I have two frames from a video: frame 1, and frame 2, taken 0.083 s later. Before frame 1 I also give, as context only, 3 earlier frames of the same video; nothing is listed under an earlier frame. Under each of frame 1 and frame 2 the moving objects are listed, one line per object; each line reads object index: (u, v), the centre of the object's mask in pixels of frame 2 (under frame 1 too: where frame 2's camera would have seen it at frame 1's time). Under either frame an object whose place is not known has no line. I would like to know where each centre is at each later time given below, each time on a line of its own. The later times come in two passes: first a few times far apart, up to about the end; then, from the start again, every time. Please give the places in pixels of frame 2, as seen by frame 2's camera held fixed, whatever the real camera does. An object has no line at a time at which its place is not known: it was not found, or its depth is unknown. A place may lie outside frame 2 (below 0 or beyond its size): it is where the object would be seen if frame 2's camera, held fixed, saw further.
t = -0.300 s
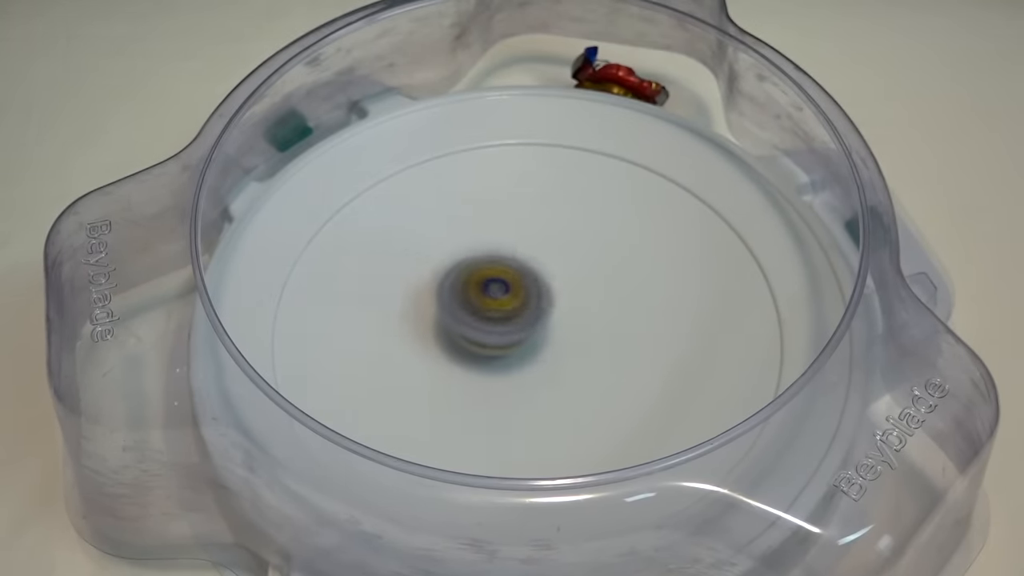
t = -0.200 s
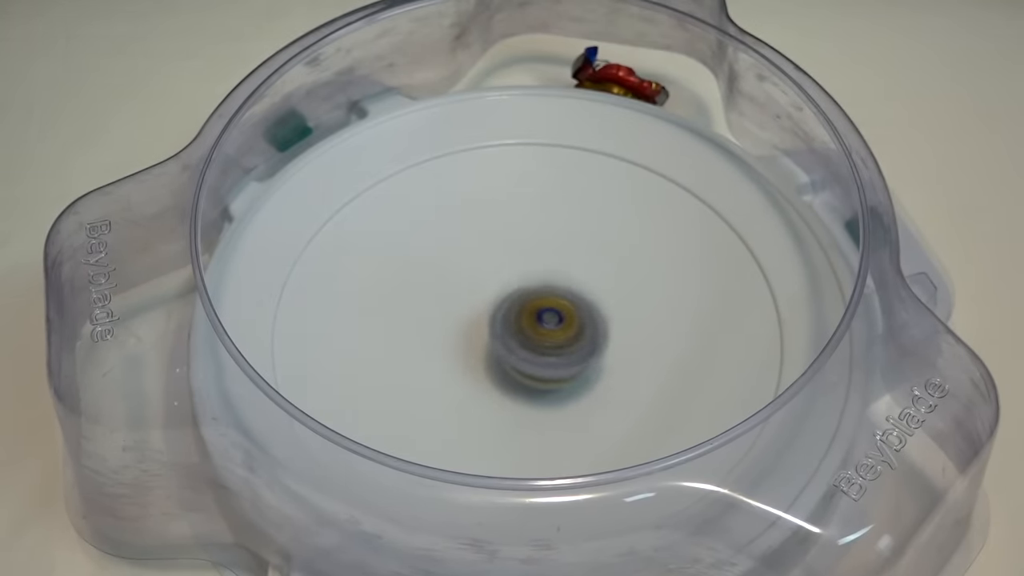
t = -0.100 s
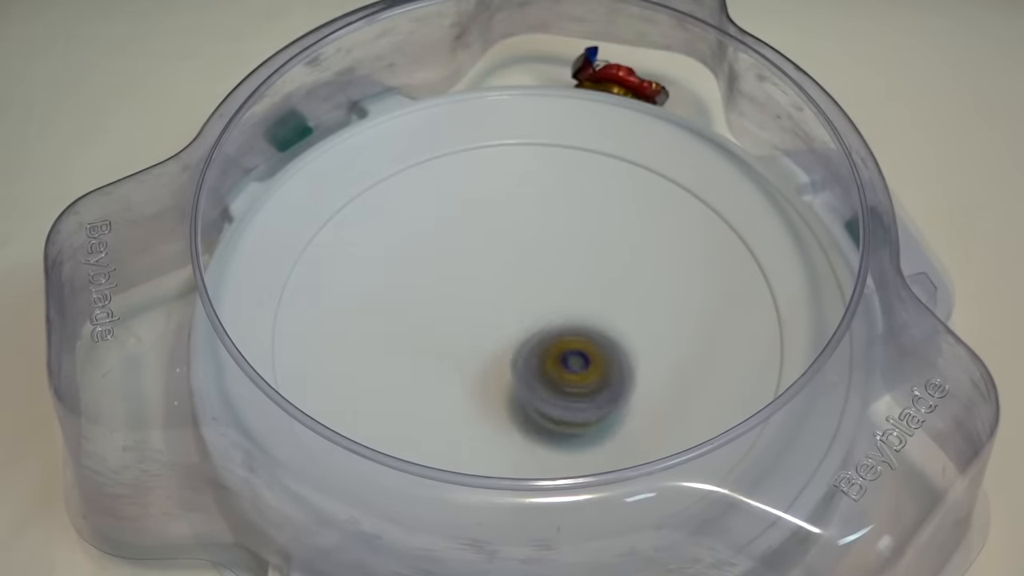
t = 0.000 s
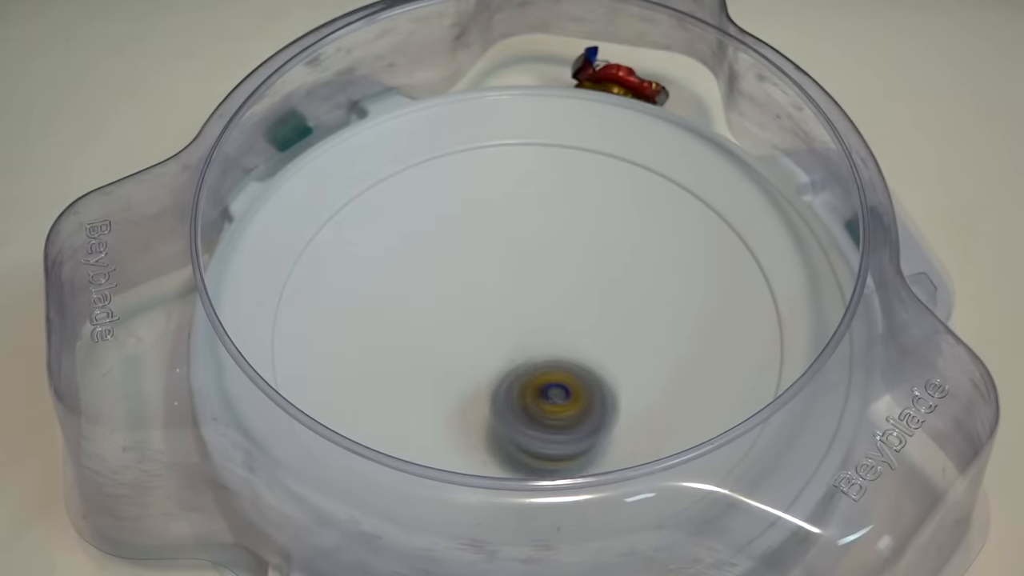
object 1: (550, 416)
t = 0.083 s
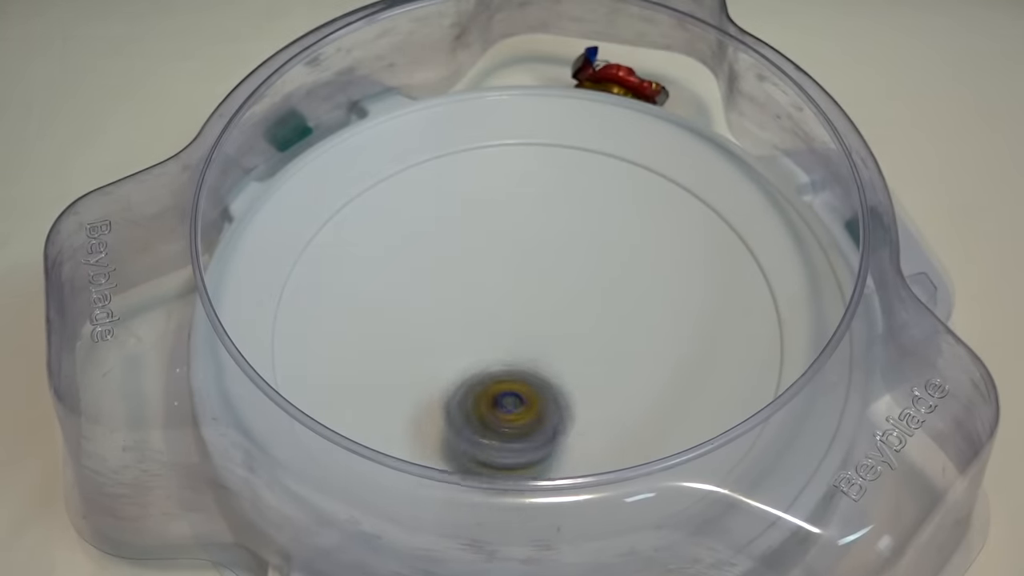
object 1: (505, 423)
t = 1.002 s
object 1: (505, 354)
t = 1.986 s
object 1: (448, 226)
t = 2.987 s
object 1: (577, 241)
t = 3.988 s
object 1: (721, 295)
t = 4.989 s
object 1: (630, 408)
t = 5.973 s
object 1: (518, 450)
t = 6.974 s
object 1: (444, 379)
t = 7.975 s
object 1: (454, 372)
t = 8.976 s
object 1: (496, 339)
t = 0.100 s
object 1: (493, 421)
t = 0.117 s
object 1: (483, 418)
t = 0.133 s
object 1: (475, 417)
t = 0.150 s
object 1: (466, 414)
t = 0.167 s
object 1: (459, 408)
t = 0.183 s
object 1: (453, 401)
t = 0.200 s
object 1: (450, 394)
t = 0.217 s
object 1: (447, 386)
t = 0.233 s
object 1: (447, 378)
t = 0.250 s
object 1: (448, 370)
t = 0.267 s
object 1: (451, 361)
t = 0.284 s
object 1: (455, 353)
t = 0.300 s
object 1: (461, 345)
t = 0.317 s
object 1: (469, 337)
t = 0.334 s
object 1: (477, 330)
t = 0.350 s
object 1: (486, 323)
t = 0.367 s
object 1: (496, 317)
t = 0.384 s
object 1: (507, 312)
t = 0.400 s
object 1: (518, 306)
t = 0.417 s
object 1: (529, 303)
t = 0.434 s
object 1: (540, 300)
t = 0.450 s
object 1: (551, 297)
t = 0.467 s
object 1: (563, 296)
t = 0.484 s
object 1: (575, 293)
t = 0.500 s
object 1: (586, 293)
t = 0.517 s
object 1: (597, 293)
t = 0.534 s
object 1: (607, 295)
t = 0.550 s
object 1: (617, 297)
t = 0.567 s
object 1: (625, 300)
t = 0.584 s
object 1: (634, 304)
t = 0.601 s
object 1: (641, 309)
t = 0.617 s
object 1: (647, 315)
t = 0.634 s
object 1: (651, 321)
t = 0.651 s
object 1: (655, 329)
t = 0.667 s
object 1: (656, 337)
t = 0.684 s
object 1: (657, 343)
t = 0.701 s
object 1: (655, 353)
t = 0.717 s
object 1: (654, 360)
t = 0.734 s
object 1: (650, 368)
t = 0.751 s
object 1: (645, 376)
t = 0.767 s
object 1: (639, 382)
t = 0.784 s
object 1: (630, 389)
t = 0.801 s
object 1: (621, 395)
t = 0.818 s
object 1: (612, 399)
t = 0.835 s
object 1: (601, 402)
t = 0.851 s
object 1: (590, 403)
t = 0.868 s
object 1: (578, 404)
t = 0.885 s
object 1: (567, 402)
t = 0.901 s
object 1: (556, 400)
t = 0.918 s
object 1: (546, 394)
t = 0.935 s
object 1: (535, 388)
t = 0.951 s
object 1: (526, 382)
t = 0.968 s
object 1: (518, 372)
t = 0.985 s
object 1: (511, 365)
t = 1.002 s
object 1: (505, 354)
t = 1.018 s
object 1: (501, 343)
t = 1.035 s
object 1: (498, 333)
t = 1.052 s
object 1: (496, 323)
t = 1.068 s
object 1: (495, 312)
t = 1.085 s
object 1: (496, 301)
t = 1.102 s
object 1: (497, 291)
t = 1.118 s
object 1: (500, 281)
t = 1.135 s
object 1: (503, 272)
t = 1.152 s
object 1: (509, 263)
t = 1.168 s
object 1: (515, 255)
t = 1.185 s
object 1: (521, 248)
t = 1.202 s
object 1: (528, 242)
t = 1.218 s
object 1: (536, 236)
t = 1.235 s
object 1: (544, 233)
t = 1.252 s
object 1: (553, 228)
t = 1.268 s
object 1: (562, 227)
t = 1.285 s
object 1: (570, 227)
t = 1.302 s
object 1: (579, 225)
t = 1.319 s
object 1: (587, 228)
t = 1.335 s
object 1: (596, 230)
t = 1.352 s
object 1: (605, 233)
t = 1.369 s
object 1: (614, 237)
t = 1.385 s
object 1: (622, 243)
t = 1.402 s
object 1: (629, 250)
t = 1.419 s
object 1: (636, 257)
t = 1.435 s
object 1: (642, 265)
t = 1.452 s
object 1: (644, 273)
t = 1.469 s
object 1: (646, 284)
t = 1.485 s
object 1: (645, 293)
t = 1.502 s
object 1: (643, 303)
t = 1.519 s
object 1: (641, 311)
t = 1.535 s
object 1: (635, 319)
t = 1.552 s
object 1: (627, 328)
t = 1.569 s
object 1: (618, 337)
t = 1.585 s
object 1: (607, 344)
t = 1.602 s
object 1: (595, 349)
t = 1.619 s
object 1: (581, 353)
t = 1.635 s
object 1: (567, 356)
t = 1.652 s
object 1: (552, 357)
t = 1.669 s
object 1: (538, 357)
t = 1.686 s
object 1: (524, 357)
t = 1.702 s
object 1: (511, 355)
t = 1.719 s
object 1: (497, 352)
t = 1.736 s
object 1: (484, 346)
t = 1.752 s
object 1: (473, 341)
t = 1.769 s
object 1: (462, 335)
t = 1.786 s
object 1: (452, 328)
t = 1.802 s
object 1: (443, 320)
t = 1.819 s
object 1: (436, 310)
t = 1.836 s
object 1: (431, 301)
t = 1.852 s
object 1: (428, 293)
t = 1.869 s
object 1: (425, 284)
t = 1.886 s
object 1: (424, 275)
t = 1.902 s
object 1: (425, 267)
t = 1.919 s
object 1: (425, 257)
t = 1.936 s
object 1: (429, 248)
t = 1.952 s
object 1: (434, 240)
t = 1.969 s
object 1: (440, 233)
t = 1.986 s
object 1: (448, 226)
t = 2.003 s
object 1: (457, 220)
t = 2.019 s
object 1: (466, 215)
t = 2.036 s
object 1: (475, 211)
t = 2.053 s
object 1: (485, 209)
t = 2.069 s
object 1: (497, 207)
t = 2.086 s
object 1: (509, 206)
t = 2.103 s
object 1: (523, 207)
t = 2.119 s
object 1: (534, 211)
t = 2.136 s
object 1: (547, 215)
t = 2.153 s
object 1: (558, 221)
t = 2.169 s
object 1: (568, 228)
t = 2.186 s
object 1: (575, 236)
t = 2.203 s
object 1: (584, 243)
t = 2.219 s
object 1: (590, 254)
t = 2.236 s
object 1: (596, 266)
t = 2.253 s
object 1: (599, 278)
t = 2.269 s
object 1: (601, 289)
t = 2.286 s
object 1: (601, 303)
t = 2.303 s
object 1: (600, 316)
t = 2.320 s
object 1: (596, 330)
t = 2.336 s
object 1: (589, 342)
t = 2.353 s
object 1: (582, 354)
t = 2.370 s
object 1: (573, 364)
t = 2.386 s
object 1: (565, 374)
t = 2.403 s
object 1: (553, 384)
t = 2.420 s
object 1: (540, 391)
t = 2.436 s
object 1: (527, 397)
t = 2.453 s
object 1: (513, 403)
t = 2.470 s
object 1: (497, 405)
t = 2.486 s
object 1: (482, 406)
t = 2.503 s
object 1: (469, 407)
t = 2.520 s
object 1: (454, 406)
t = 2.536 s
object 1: (440, 403)
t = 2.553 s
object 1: (427, 398)
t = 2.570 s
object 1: (413, 392)
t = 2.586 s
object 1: (402, 384)
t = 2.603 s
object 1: (394, 377)
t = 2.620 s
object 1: (386, 368)
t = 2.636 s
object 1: (378, 359)
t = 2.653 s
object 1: (373, 349)
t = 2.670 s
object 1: (369, 337)
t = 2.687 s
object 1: (367, 326)
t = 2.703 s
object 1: (368, 315)
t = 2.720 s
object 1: (370, 303)
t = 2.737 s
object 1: (374, 292)
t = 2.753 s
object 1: (378, 281)
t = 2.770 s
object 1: (386, 270)
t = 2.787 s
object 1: (396, 260)
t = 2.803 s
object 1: (407, 251)
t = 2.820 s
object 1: (421, 243)
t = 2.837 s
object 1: (431, 238)
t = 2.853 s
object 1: (446, 232)
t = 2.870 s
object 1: (462, 228)
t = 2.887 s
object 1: (478, 226)
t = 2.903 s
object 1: (496, 224)
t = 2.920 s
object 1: (512, 226)
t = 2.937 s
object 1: (528, 227)
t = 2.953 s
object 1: (545, 231)
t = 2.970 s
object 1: (561, 235)
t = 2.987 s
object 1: (577, 241)
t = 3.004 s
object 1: (594, 248)
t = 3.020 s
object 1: (606, 256)
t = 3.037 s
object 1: (619, 264)
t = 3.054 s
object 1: (632, 275)
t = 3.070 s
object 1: (641, 286)
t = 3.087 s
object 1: (652, 298)
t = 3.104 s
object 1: (659, 311)
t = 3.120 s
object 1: (660, 328)
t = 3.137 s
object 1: (663, 340)
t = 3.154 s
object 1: (664, 354)
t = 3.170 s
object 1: (663, 369)
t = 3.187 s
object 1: (662, 379)
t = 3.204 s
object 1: (655, 394)
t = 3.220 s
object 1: (646, 406)
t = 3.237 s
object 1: (633, 415)
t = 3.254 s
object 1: (621, 424)
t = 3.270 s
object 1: (606, 430)
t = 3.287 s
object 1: (591, 436)
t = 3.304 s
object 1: (573, 441)
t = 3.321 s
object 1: (555, 443)
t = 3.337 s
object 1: (539, 445)
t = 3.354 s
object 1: (518, 445)
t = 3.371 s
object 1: (499, 443)
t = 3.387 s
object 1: (479, 441)
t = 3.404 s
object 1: (461, 436)
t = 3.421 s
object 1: (444, 430)
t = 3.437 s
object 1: (426, 422)
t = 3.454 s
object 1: (410, 413)
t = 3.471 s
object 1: (398, 402)
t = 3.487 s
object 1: (388, 390)
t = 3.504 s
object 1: (380, 381)
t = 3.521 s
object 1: (375, 363)
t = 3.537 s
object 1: (374, 347)
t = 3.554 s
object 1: (376, 330)
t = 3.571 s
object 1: (379, 318)
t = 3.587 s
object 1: (381, 303)
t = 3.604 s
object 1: (390, 287)
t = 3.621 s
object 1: (399, 274)
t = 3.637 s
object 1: (411, 261)
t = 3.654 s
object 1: (421, 249)
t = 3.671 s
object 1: (438, 236)
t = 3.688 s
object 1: (452, 228)
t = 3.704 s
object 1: (470, 221)
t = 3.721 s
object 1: (484, 214)
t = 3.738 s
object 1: (504, 208)
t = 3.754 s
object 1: (521, 203)
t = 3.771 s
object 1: (540, 201)
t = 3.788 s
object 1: (556, 200)
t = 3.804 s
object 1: (576, 199)
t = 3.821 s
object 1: (595, 199)
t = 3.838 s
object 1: (614, 203)
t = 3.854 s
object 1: (628, 208)
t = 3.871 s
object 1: (646, 213)
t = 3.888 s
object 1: (661, 222)
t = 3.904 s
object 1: (676, 231)
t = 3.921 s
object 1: (686, 241)
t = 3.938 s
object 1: (699, 252)
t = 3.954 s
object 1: (709, 266)
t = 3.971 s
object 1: (718, 278)
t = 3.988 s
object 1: (721, 295)
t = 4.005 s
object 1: (724, 308)
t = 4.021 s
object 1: (727, 324)
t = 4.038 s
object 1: (725, 340)
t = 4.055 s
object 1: (719, 358)
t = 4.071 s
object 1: (709, 372)
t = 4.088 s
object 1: (701, 386)
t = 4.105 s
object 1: (686, 396)
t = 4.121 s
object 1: (665, 411)
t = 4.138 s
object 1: (648, 417)
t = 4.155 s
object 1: (628, 426)
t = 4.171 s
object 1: (607, 430)
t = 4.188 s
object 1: (582, 435)
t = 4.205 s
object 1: (559, 437)
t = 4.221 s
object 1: (536, 438)
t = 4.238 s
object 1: (512, 435)
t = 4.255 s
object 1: (487, 431)
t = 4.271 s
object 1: (466, 424)
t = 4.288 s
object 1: (445, 418)
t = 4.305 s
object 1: (423, 407)
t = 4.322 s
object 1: (407, 395)
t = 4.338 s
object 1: (395, 380)
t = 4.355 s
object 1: (383, 364)
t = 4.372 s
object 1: (374, 349)
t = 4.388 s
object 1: (368, 330)
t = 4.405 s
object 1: (365, 316)
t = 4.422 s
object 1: (363, 298)
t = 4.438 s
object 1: (364, 282)
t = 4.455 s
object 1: (369, 268)
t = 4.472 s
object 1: (372, 250)
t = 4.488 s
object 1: (380, 236)
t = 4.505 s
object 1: (390, 223)
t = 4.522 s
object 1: (398, 211)
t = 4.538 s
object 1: (410, 199)
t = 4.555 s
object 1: (426, 188)
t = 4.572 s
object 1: (437, 181)
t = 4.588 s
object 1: (455, 173)
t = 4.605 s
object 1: (471, 167)
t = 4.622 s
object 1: (490, 162)
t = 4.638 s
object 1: (507, 158)
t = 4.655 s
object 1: (525, 157)
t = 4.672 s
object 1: (543, 161)
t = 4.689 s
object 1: (560, 160)
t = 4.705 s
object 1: (578, 166)
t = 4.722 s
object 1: (597, 172)
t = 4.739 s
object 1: (611, 181)
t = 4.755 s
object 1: (628, 187)
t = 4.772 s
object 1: (643, 197)
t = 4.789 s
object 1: (655, 213)
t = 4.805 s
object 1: (667, 224)
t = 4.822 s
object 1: (676, 240)
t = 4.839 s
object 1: (685, 255)
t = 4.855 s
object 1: (688, 271)
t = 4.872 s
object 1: (691, 291)
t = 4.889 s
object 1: (691, 308)
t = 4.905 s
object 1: (684, 331)
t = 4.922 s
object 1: (680, 344)
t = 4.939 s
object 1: (673, 362)
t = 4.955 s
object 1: (659, 382)
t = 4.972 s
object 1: (644, 396)
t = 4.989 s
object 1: (630, 408)
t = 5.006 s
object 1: (608, 419)
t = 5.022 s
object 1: (587, 424)
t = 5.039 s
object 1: (567, 433)
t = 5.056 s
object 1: (545, 434)
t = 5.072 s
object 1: (519, 435)
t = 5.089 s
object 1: (500, 436)
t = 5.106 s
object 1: (476, 433)
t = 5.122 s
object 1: (451, 429)
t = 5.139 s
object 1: (433, 424)
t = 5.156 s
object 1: (412, 416)
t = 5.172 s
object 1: (391, 406)
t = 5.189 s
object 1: (375, 397)
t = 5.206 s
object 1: (360, 386)
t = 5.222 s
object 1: (348, 375)
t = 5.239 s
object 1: (338, 358)
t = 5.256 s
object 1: (330, 344)
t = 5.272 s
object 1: (327, 328)
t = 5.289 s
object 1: (327, 315)
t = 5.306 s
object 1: (326, 298)
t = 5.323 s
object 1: (331, 283)
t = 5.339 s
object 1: (336, 271)
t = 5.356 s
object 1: (342, 257)
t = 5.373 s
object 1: (351, 245)
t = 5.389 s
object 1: (363, 233)
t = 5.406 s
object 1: (376, 221)
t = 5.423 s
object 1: (390, 214)
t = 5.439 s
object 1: (402, 206)
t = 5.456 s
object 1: (420, 198)
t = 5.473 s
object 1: (440, 194)
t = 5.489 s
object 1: (456, 190)
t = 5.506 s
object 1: (476, 187)
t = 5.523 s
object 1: (496, 189)
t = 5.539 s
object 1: (514, 190)
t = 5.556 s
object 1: (533, 192)
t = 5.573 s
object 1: (554, 199)
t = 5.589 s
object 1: (572, 203)
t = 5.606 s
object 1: (590, 210)
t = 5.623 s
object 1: (605, 218)
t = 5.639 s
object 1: (622, 230)
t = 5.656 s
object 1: (640, 240)
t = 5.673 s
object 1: (650, 253)
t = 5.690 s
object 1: (663, 269)
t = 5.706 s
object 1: (675, 282)
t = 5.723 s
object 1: (676, 300)
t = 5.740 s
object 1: (684, 316)
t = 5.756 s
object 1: (688, 331)
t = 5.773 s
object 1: (686, 346)
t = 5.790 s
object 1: (685, 365)
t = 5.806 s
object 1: (681, 382)
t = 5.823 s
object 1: (671, 394)
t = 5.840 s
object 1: (662, 408)
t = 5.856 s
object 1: (644, 420)
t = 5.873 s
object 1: (632, 426)
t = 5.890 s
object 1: (616, 432)
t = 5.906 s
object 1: (596, 440)
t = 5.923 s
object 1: (580, 446)
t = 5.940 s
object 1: (561, 448)
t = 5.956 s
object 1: (538, 449)
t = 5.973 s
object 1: (518, 450)
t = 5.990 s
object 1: (498, 449)
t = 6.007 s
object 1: (480, 445)
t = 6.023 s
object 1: (460, 441)
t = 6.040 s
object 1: (440, 435)
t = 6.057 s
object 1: (418, 439)
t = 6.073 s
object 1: (409, 419)
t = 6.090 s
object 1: (395, 409)
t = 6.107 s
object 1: (383, 401)
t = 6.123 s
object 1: (374, 387)
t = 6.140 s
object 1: (371, 370)
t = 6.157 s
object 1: (366, 356)
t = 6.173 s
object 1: (367, 341)
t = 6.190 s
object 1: (371, 329)
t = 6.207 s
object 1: (374, 312)
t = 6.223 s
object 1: (382, 297)
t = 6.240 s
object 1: (387, 283)
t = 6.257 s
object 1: (398, 268)
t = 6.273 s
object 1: (408, 257)
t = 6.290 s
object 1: (421, 246)
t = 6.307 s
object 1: (437, 237)
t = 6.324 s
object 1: (450, 229)
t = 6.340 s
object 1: (466, 222)
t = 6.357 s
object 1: (480, 216)
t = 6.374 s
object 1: (499, 209)
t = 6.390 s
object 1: (517, 207)
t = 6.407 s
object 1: (534, 205)
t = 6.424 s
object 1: (552, 205)
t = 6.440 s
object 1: (566, 207)
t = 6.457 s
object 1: (584, 206)
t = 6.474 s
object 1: (600, 211)
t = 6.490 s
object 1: (618, 216)
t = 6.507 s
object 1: (633, 222)
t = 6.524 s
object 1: (644, 230)
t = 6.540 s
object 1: (656, 238)
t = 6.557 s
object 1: (666, 252)
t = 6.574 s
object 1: (676, 258)
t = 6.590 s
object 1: (685, 269)
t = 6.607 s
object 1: (688, 282)
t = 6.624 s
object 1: (692, 295)
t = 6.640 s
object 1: (692, 310)
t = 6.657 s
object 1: (692, 321)
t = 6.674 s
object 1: (690, 334)
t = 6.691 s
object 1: (683, 345)
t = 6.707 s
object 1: (677, 360)
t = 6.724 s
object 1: (667, 371)
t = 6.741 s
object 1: (656, 381)
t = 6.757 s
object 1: (645, 391)
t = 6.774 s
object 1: (629, 397)
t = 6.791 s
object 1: (614, 408)
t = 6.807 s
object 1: (595, 414)
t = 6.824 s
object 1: (581, 418)
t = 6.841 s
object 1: (561, 420)
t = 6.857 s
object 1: (545, 419)
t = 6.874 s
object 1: (530, 418)
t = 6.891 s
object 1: (513, 414)
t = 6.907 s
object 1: (498, 407)
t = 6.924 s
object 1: (479, 401)
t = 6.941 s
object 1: (469, 393)
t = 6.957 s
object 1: (453, 388)
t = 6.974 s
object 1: (444, 379)
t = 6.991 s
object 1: (434, 370)
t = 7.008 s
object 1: (425, 359)
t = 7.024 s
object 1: (420, 349)
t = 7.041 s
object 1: (414, 337)
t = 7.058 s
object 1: (411, 327)
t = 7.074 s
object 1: (406, 316)
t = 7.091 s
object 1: (407, 306)
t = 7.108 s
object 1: (405, 296)
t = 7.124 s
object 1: (408, 285)
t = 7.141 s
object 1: (409, 277)
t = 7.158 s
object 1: (415, 267)
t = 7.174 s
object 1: (421, 259)
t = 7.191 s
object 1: (426, 251)
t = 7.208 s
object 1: (435, 244)
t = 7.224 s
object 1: (441, 239)
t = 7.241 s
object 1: (451, 233)
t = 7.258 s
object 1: (457, 229)
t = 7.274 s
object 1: (467, 226)
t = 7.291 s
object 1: (475, 224)
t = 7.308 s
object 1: (487, 221)
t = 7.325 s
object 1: (497, 220)
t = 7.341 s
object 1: (507, 220)
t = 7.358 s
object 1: (519, 221)
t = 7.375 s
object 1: (528, 223)
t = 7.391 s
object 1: (540, 226)
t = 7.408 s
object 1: (547, 229)
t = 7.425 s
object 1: (557, 233)
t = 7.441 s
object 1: (563, 238)
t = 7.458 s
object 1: (574, 244)
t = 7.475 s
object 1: (580, 251)
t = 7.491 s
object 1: (586, 259)
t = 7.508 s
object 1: (594, 268)
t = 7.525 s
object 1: (596, 275)
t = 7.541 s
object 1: (603, 284)
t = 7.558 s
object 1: (602, 291)
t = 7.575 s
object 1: (605, 300)
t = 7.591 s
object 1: (602, 309)
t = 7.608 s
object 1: (603, 318)
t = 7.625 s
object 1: (601, 329)
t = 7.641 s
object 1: (600, 338)
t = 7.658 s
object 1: (598, 346)
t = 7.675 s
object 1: (592, 352)
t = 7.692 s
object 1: (589, 359)
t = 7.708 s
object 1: (581, 366)
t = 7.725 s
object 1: (575, 373)
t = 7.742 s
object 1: (565, 378)
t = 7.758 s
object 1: (559, 384)
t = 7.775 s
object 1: (547, 388)
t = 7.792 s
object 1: (540, 391)
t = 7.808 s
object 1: (529, 393)
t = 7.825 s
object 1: (521, 394)
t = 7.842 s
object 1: (510, 396)
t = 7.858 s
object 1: (503, 396)
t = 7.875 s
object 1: (492, 395)
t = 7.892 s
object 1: (485, 393)
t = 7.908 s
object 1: (478, 389)
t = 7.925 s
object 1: (470, 384)
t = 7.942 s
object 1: (464, 382)
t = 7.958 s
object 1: (458, 375)
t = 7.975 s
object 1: (454, 372)
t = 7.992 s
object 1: (449, 365)
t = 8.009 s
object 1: (448, 360)
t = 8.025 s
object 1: (443, 352)
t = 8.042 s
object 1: (444, 346)
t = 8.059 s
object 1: (442, 339)
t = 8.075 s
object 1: (444, 334)
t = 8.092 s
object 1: (443, 327)
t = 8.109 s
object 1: (448, 321)
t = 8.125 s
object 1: (448, 315)
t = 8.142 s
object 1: (454, 309)
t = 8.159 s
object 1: (456, 303)
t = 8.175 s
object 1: (463, 299)
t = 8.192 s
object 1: (466, 295)
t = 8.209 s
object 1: (473, 290)
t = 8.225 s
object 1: (478, 287)
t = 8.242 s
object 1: (487, 284)
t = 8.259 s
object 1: (493, 282)
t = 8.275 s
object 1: (502, 280)
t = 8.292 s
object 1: (508, 278)
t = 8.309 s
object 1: (517, 277)
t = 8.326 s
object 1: (523, 276)
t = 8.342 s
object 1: (532, 276)
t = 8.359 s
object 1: (538, 276)
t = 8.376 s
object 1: (548, 275)
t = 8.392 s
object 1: (554, 276)
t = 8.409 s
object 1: (562, 277)
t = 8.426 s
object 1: (566, 281)
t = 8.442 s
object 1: (573, 283)
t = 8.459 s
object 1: (580, 284)
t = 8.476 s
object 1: (585, 287)
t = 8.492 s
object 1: (590, 290)
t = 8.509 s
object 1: (595, 294)
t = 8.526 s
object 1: (597, 298)
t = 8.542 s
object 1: (601, 301)
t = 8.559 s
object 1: (602, 307)
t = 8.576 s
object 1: (605, 310)
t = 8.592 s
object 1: (604, 316)
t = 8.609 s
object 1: (605, 319)
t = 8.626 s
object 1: (604, 324)
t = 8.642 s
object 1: (604, 328)
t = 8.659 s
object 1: (601, 332)
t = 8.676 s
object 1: (597, 337)
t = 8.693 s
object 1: (593, 341)
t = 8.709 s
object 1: (591, 343)
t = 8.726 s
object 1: (585, 347)
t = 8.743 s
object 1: (581, 349)
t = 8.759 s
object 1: (574, 353)
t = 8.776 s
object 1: (569, 354)
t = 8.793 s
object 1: (562, 356)
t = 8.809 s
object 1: (556, 358)
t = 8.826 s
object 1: (548, 358)
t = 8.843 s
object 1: (542, 358)
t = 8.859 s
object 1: (535, 357)
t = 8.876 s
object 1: (530, 354)
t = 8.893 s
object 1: (521, 354)
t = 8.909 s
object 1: (517, 352)
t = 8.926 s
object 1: (509, 349)
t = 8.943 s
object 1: (506, 346)
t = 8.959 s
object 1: (499, 343)
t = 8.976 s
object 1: (496, 339)
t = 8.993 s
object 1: (489, 335)
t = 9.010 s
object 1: (488, 332)
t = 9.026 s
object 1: (482, 327)
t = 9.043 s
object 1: (482, 324)
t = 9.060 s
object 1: (477, 319)
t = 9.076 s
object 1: (477, 315)
